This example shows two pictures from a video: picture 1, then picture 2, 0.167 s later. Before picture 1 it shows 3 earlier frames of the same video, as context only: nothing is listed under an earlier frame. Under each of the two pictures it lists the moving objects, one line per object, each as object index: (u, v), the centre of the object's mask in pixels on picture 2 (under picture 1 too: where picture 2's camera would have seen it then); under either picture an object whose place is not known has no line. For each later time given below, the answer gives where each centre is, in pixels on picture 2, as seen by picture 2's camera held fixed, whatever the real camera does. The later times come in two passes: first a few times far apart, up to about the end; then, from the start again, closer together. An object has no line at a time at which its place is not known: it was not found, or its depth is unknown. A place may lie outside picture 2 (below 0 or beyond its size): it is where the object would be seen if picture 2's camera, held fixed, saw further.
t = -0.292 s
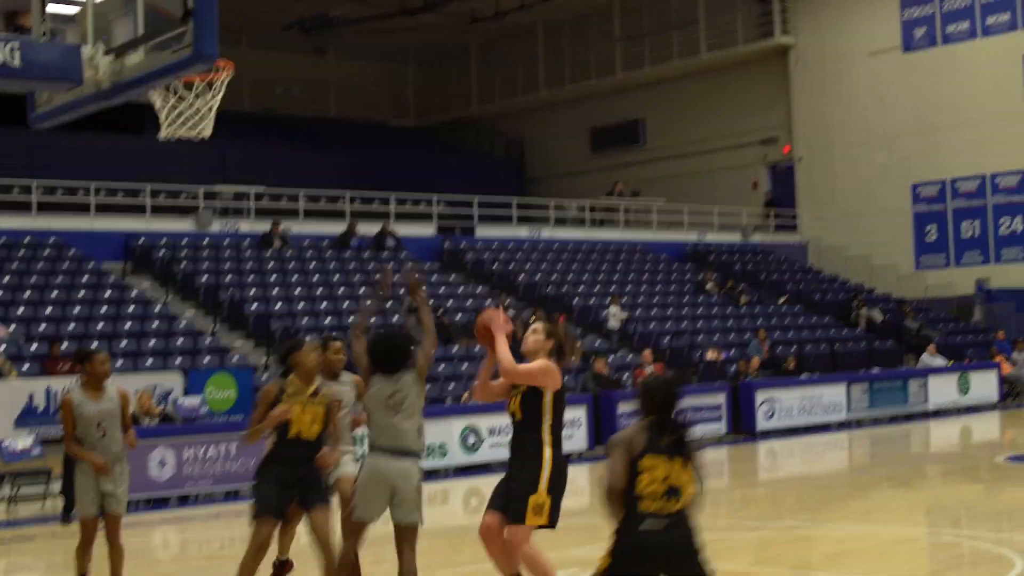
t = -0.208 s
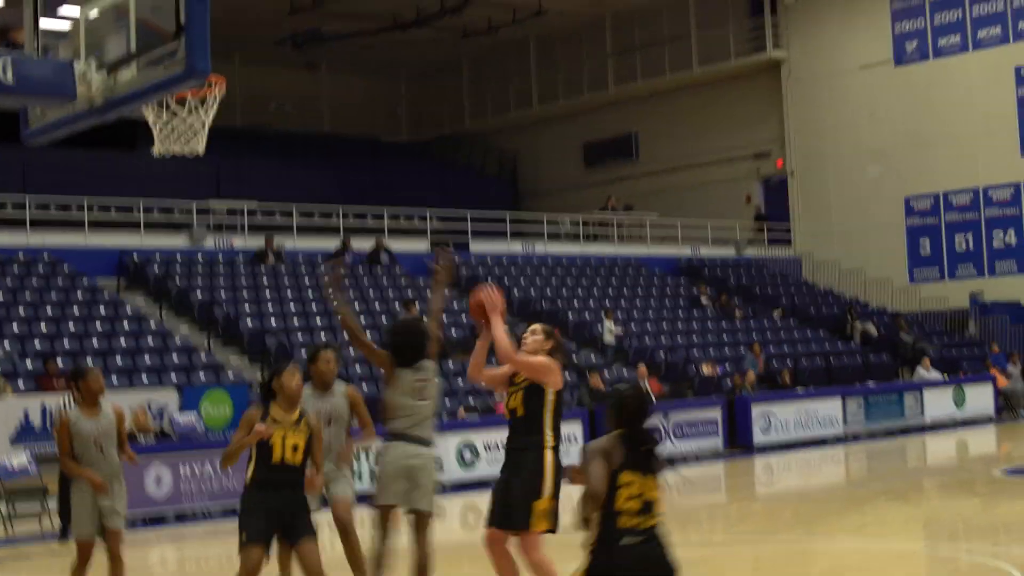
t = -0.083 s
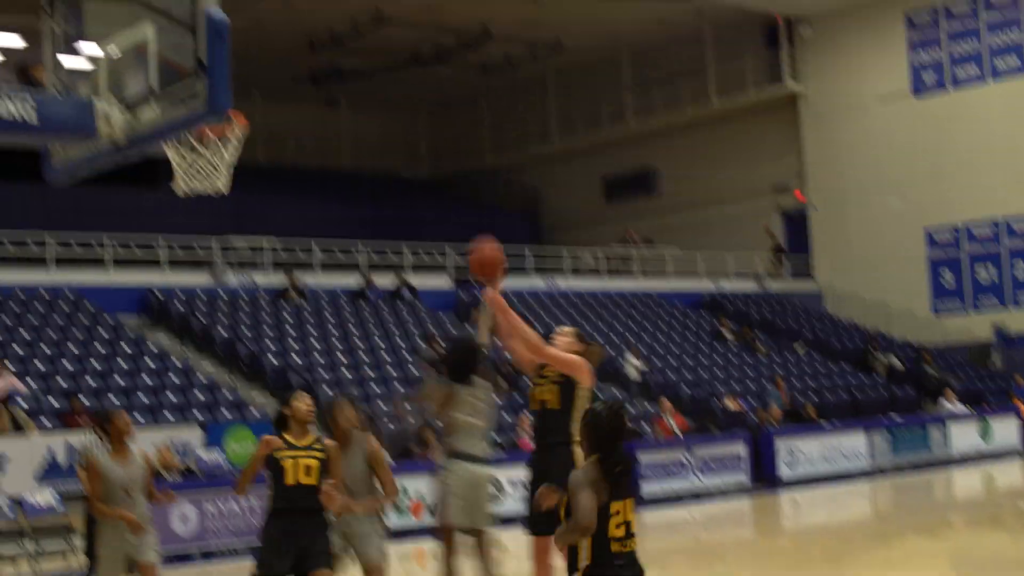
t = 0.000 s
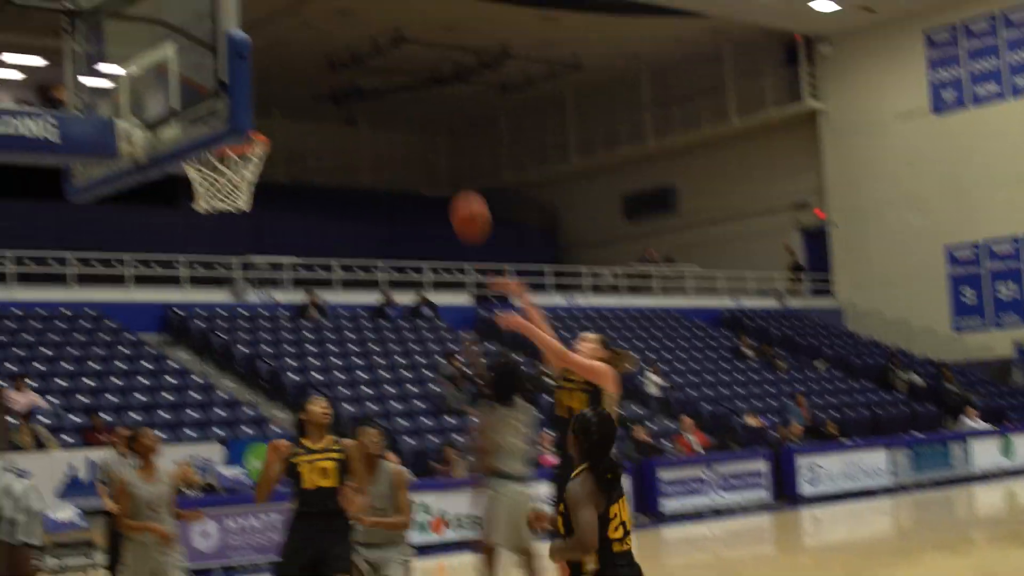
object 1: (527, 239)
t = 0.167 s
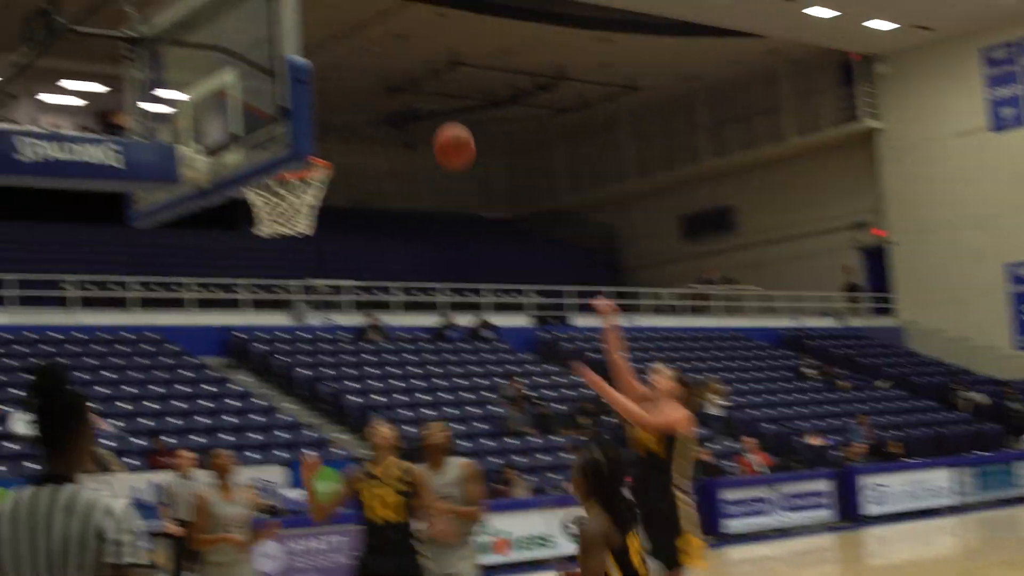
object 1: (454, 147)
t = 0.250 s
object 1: (416, 115)
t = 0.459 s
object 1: (328, 82)
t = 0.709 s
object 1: (266, 144)
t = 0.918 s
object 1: (312, 191)
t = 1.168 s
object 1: (293, 230)
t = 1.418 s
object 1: (273, 367)
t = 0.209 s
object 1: (435, 129)
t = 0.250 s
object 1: (416, 115)
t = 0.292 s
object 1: (398, 103)
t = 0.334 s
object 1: (378, 93)
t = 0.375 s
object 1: (358, 87)
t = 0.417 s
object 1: (339, 83)
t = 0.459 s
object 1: (328, 82)
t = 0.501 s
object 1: (320, 83)
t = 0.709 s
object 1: (266, 144)
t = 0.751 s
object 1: (290, 185)
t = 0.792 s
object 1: (314, 195)
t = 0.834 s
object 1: (316, 207)
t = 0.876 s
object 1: (319, 198)
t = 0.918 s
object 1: (312, 191)
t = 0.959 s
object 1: (309, 190)
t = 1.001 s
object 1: (308, 191)
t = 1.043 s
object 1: (306, 198)
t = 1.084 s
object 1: (303, 208)
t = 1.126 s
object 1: (298, 219)
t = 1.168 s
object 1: (293, 230)
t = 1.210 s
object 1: (291, 251)
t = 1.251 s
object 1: (287, 260)
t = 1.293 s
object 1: (283, 282)
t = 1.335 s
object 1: (279, 304)
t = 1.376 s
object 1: (275, 336)
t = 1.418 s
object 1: (273, 367)
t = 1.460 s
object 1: (269, 403)
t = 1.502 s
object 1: (266, 441)
